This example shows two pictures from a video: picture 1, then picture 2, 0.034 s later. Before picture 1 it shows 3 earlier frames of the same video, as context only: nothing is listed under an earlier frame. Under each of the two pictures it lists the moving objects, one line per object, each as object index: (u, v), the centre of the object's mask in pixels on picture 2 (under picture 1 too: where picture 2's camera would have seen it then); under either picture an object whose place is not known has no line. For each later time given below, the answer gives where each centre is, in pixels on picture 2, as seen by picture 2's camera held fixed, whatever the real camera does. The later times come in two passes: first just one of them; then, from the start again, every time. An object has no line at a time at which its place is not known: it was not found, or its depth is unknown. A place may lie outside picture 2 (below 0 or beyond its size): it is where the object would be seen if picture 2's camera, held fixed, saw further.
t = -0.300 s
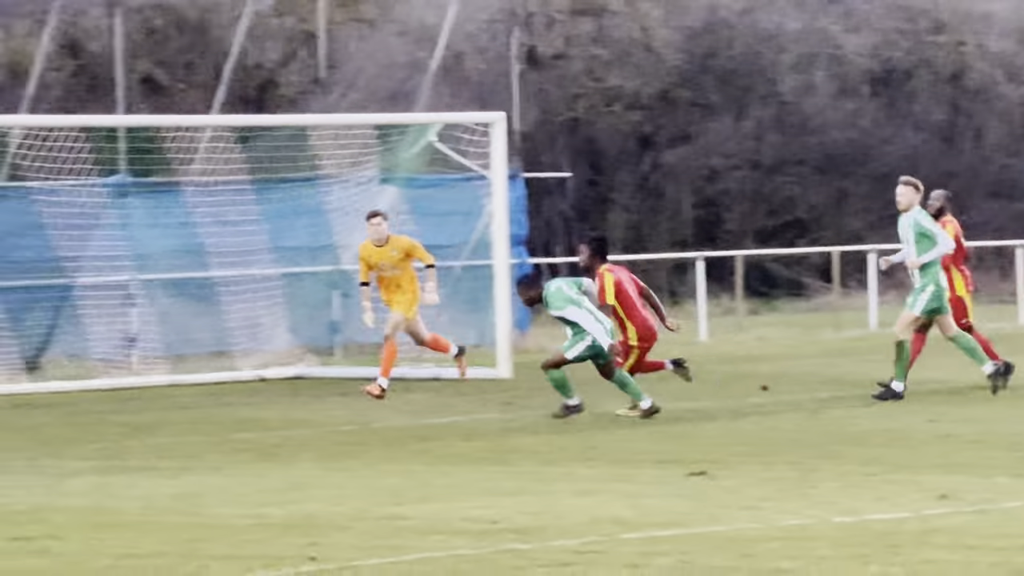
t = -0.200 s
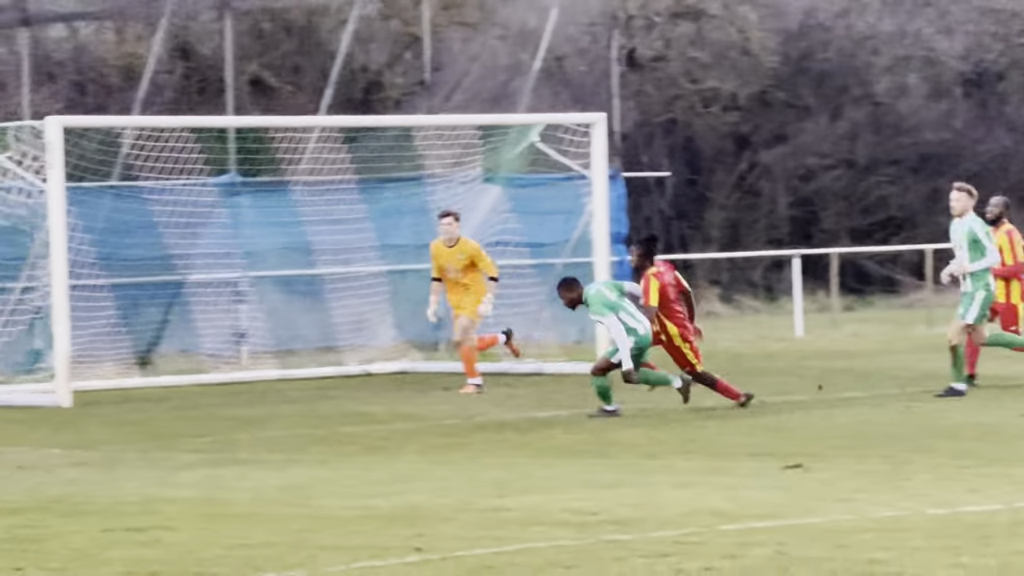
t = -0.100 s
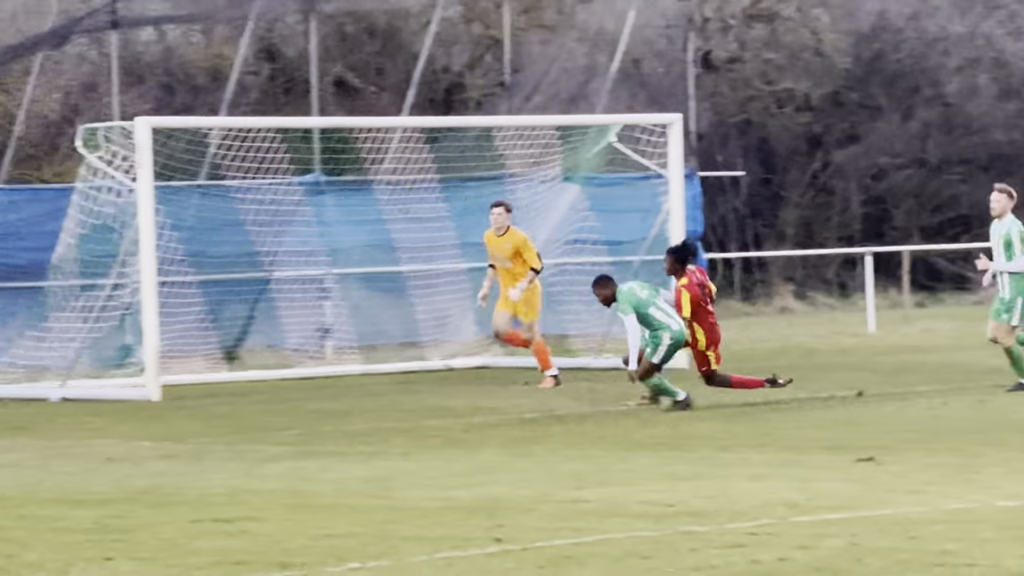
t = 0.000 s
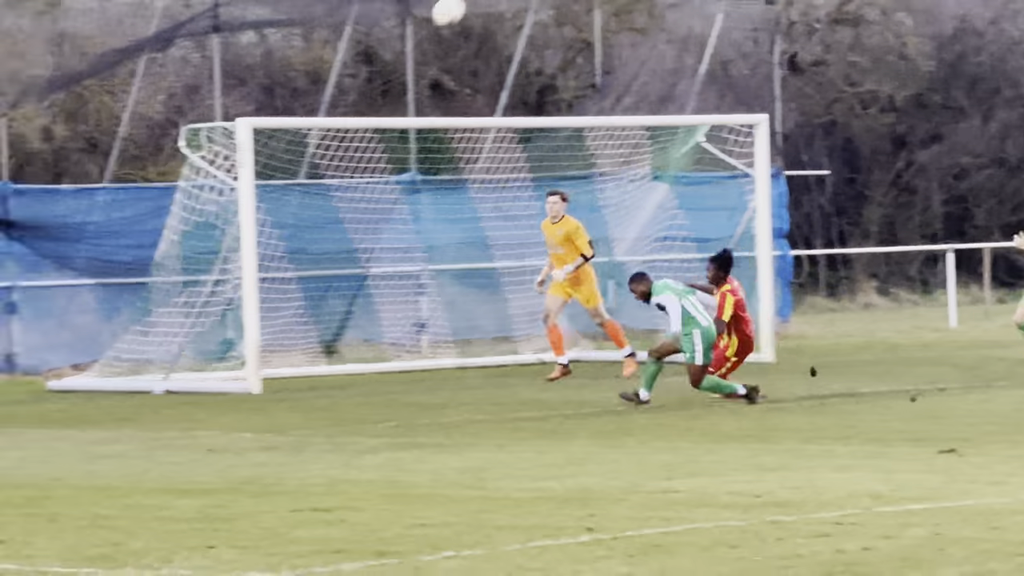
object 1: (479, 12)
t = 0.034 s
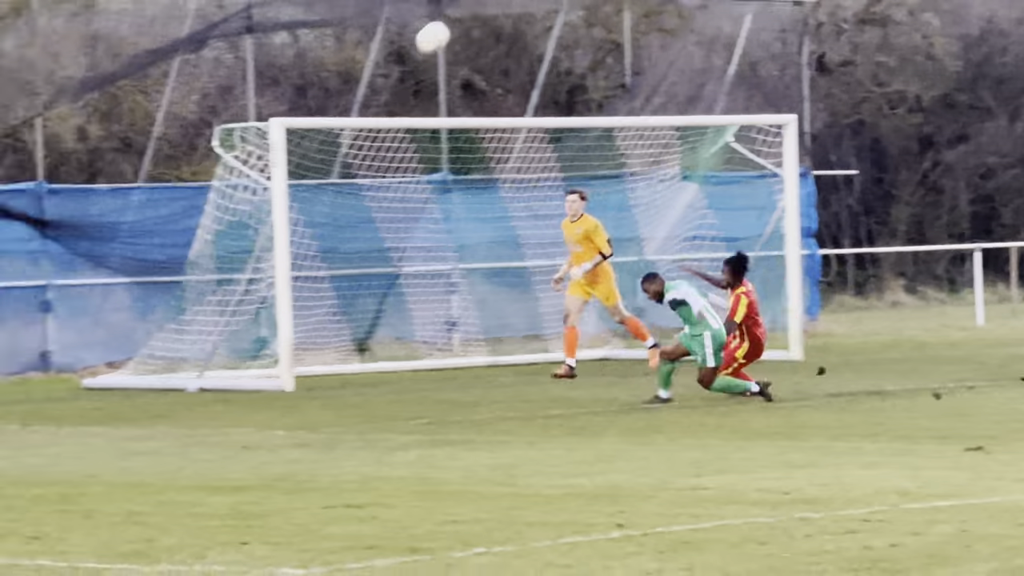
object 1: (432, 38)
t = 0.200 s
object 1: (193, 190)
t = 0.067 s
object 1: (385, 65)
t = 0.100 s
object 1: (339, 94)
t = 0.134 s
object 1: (292, 124)
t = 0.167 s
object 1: (243, 156)
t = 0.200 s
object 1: (193, 190)
